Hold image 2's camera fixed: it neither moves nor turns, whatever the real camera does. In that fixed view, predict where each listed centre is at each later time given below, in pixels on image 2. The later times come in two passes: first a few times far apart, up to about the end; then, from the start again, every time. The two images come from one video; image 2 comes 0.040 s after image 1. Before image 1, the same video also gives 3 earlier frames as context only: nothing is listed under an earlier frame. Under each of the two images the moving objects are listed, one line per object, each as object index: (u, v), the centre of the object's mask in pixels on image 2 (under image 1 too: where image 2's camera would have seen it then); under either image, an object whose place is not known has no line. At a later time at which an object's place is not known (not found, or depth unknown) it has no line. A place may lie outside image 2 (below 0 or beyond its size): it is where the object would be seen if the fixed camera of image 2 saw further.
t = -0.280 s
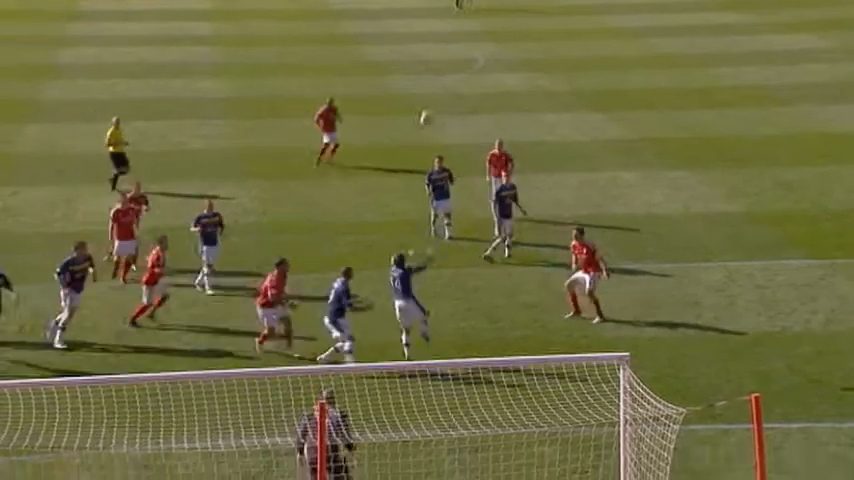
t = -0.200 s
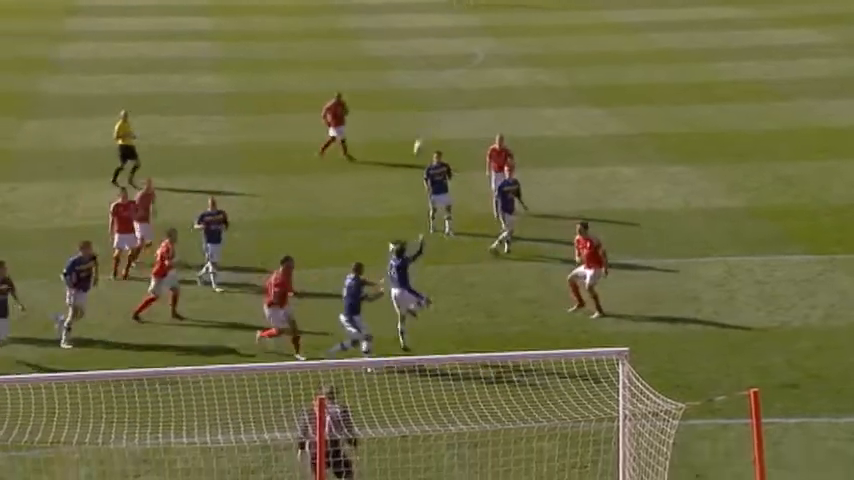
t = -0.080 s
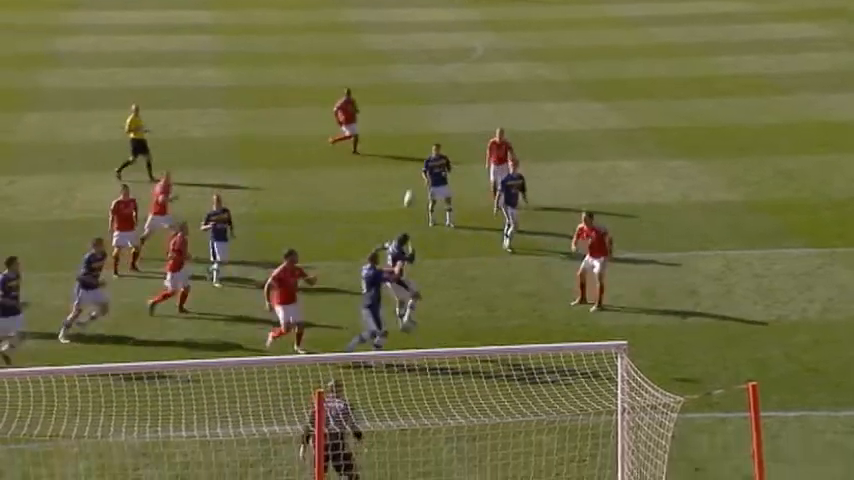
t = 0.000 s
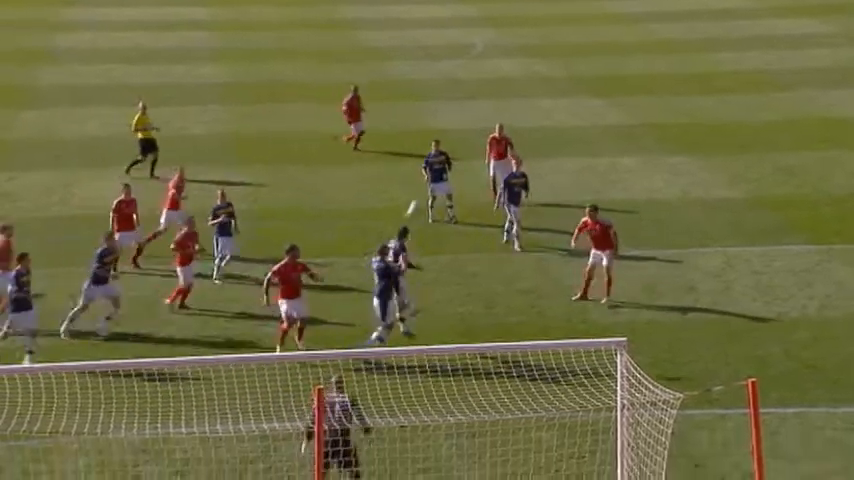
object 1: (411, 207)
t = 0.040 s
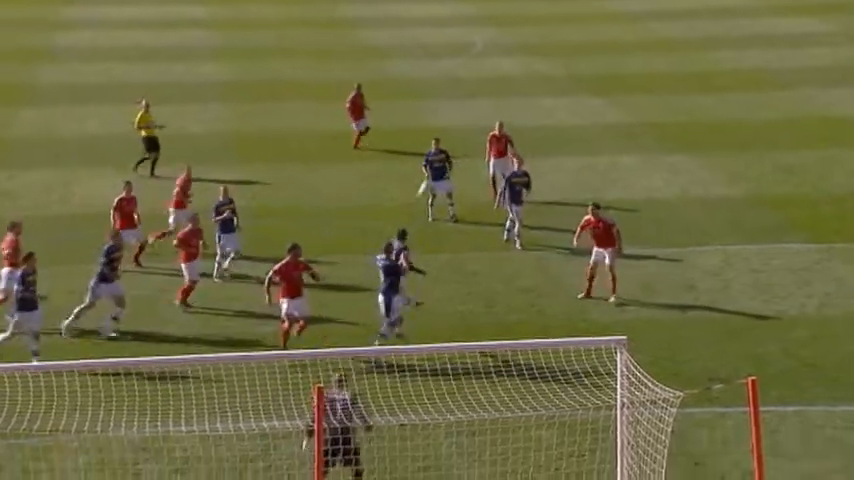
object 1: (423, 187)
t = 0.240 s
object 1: (482, 110)
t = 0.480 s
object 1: (546, 52)
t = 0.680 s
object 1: (597, 33)
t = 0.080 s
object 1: (438, 171)
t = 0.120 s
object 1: (448, 154)
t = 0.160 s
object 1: (458, 138)
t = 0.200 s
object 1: (471, 123)
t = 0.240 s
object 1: (482, 110)
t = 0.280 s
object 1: (492, 97)
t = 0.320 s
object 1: (504, 86)
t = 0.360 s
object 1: (515, 76)
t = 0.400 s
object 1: (525, 67)
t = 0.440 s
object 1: (535, 59)
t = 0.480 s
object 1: (546, 52)
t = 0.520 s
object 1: (558, 47)
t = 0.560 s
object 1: (568, 42)
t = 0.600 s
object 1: (579, 37)
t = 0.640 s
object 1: (588, 34)
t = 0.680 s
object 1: (597, 33)
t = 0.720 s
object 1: (606, 32)
